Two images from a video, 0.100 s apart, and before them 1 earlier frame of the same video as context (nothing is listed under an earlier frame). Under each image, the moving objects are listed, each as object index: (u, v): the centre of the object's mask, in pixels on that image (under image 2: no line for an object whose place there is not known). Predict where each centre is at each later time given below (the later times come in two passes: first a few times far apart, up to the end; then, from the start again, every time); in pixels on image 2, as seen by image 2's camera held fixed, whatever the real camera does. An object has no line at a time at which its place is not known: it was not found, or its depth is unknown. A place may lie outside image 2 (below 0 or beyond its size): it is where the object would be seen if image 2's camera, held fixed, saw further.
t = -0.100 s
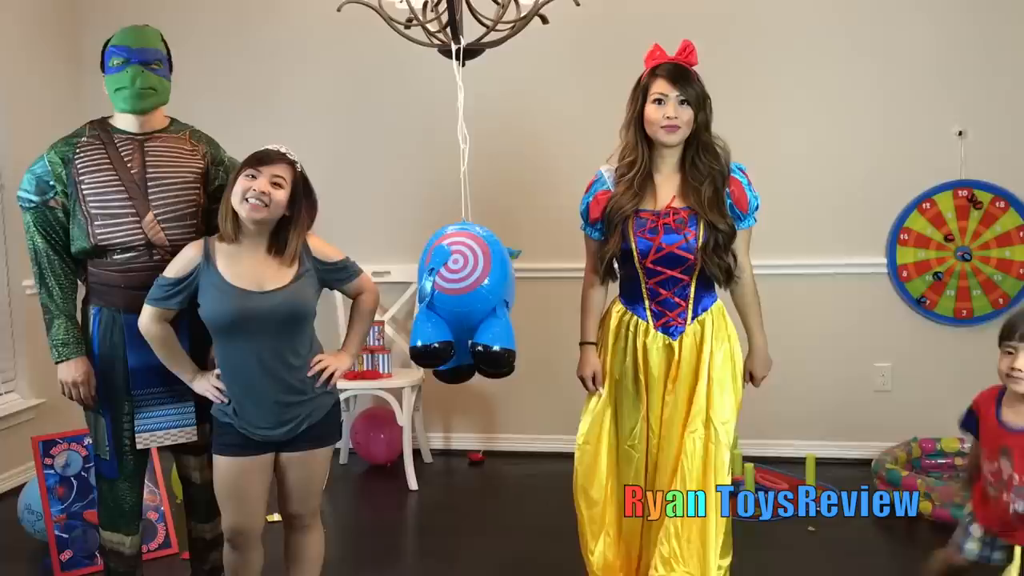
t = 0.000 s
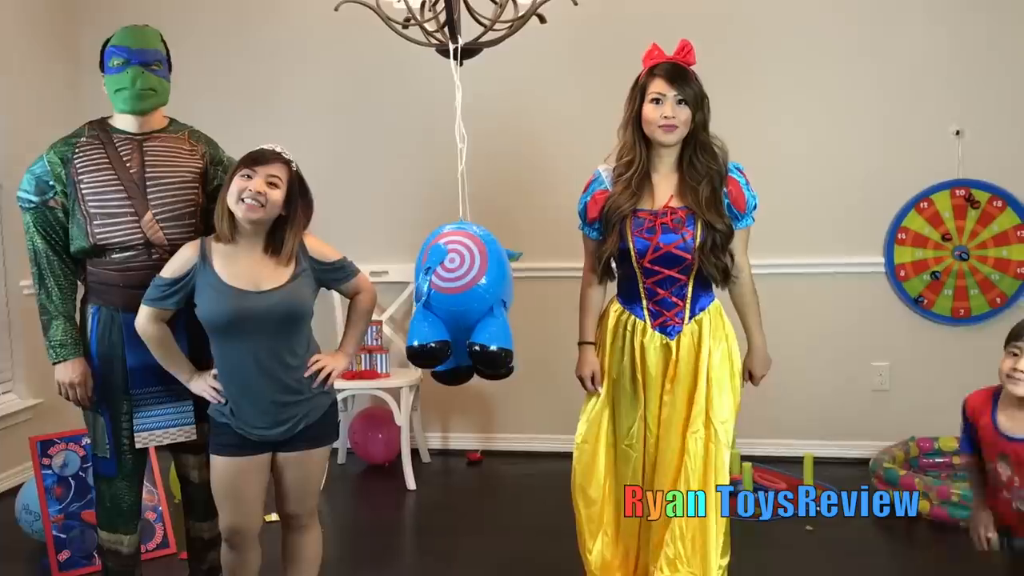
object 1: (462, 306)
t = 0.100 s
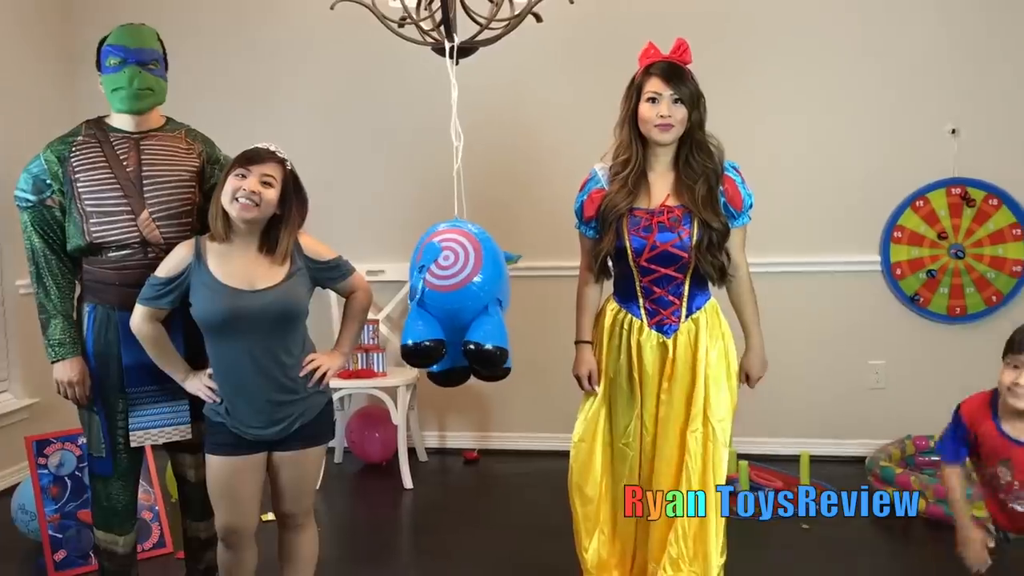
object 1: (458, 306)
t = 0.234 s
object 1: (458, 306)
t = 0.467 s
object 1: (456, 307)
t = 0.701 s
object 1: (453, 307)
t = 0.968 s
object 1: (450, 308)
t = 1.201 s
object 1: (451, 308)
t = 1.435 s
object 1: (455, 305)
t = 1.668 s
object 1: (459, 302)
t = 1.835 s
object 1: (459, 302)
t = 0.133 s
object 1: (458, 306)
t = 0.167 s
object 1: (458, 306)
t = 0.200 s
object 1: (458, 306)
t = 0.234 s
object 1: (458, 306)
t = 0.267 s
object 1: (458, 307)
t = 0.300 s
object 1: (458, 307)
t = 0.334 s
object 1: (457, 307)
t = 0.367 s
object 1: (457, 307)
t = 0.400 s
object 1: (457, 307)
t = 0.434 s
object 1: (456, 307)
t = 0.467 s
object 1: (456, 307)
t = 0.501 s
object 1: (456, 307)
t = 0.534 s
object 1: (455, 307)
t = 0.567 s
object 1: (455, 307)
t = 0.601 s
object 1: (454, 307)
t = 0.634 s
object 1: (453, 307)
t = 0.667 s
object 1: (453, 307)
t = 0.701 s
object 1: (453, 307)
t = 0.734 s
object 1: (452, 307)
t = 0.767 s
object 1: (452, 307)
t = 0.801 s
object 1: (451, 307)
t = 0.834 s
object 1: (451, 307)
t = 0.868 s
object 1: (451, 307)
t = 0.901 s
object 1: (451, 307)
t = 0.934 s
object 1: (451, 308)
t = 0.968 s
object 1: (450, 308)
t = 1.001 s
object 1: (450, 308)
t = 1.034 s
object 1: (450, 308)
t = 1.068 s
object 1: (450, 308)
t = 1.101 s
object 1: (450, 308)
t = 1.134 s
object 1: (451, 308)
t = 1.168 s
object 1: (451, 308)
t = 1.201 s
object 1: (451, 308)
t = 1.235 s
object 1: (452, 307)
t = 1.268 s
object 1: (452, 307)
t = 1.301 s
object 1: (453, 307)
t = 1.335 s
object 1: (453, 306)
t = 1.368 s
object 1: (454, 306)
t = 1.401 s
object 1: (454, 305)
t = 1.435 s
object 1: (455, 305)
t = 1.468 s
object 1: (456, 304)
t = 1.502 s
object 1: (456, 304)
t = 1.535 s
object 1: (457, 303)
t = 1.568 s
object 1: (457, 303)
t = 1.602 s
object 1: (458, 303)
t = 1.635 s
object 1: (458, 303)
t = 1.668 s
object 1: (459, 302)
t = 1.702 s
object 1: (459, 302)
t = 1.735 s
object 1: (459, 302)
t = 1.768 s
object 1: (459, 302)
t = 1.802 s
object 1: (459, 302)
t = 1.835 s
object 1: (459, 302)
